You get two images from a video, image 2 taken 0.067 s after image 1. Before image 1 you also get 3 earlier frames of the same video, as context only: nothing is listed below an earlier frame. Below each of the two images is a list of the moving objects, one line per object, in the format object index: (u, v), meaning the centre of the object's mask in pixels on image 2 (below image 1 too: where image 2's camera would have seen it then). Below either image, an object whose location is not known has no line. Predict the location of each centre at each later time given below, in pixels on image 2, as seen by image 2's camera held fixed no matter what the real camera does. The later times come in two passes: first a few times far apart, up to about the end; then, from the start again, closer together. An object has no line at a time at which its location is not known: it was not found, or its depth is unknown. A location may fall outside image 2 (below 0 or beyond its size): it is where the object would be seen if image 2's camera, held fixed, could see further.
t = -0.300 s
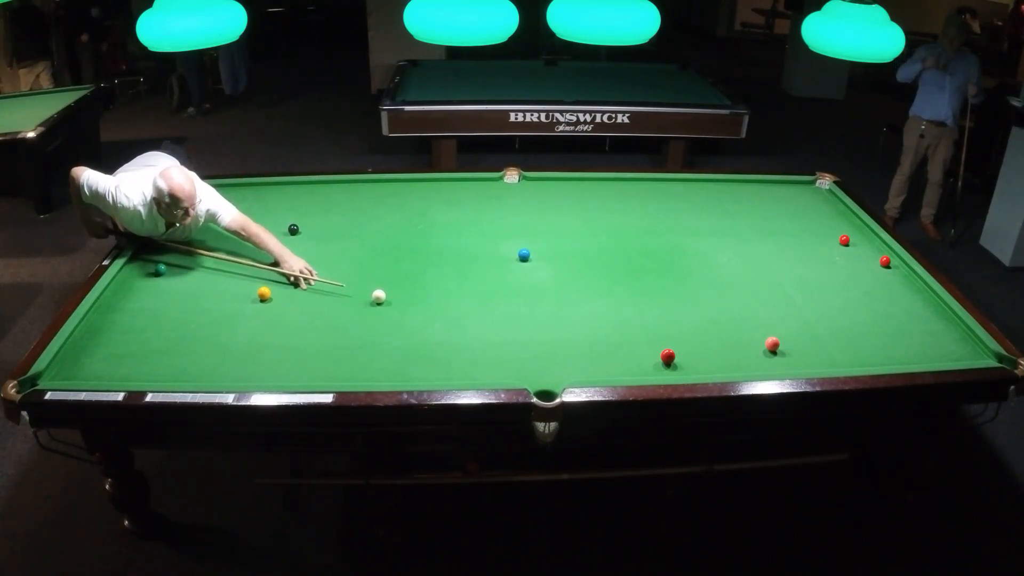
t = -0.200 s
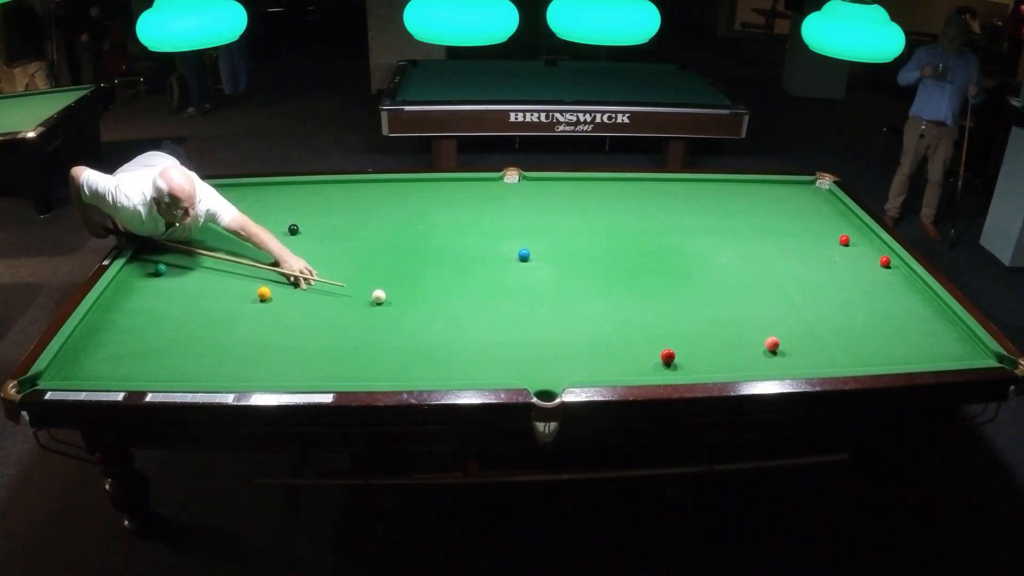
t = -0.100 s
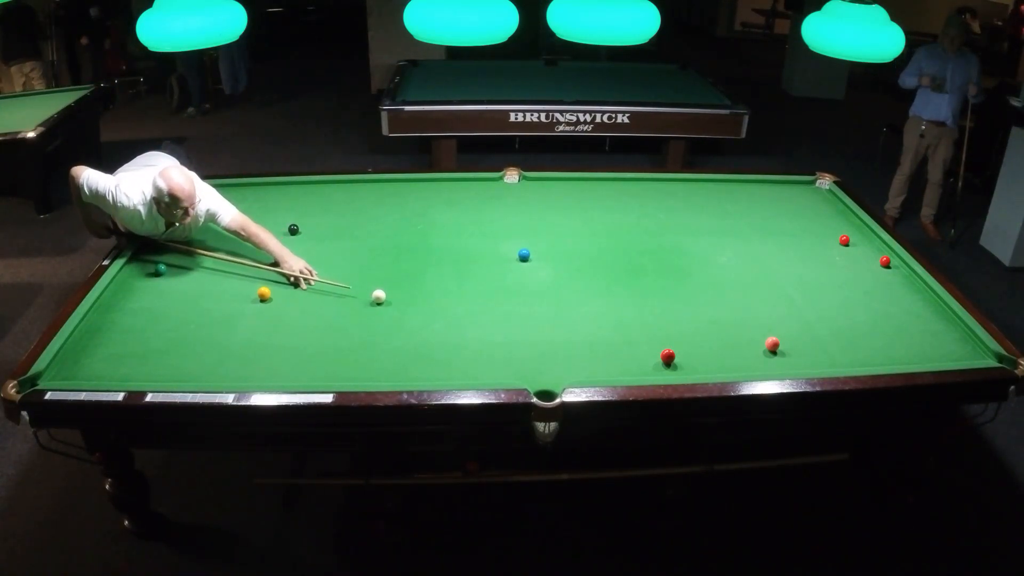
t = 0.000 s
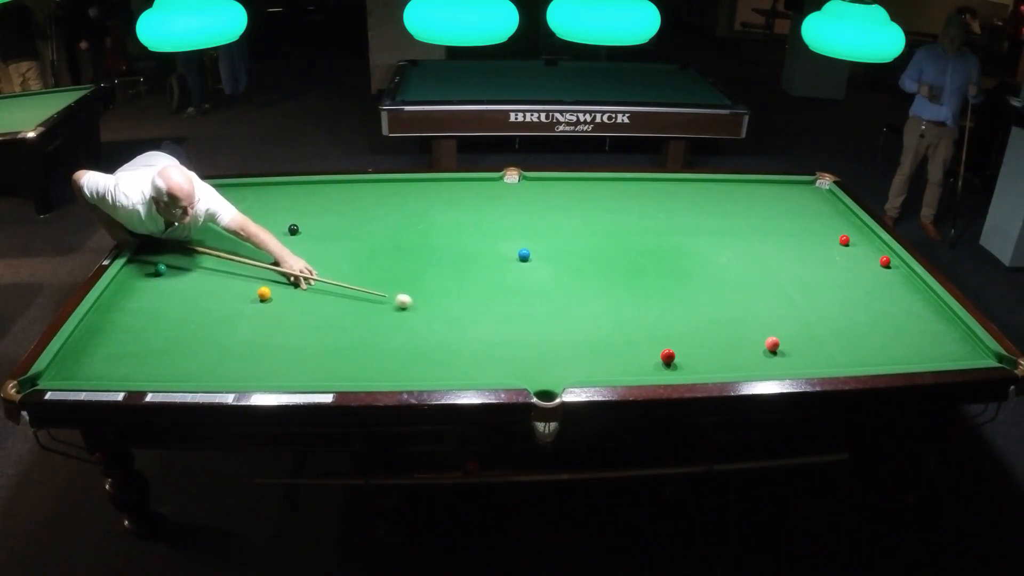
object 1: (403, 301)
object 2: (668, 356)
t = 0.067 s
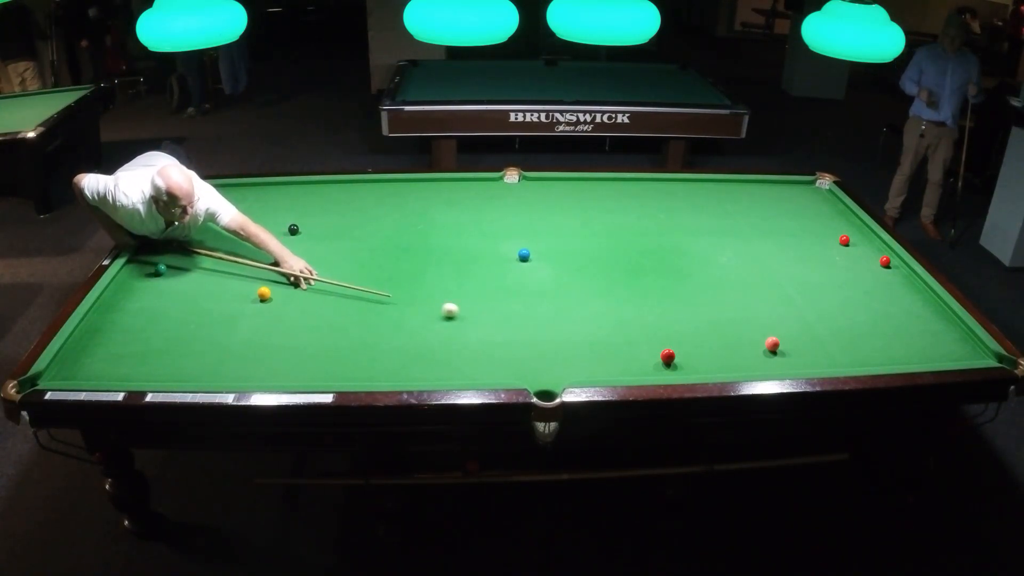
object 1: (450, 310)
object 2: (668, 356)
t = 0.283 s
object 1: (598, 338)
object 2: (668, 356)
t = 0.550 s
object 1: (719, 332)
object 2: (704, 354)
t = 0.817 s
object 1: (809, 316)
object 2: (719, 314)
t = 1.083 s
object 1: (884, 302)
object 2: (730, 282)
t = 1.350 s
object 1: (915, 290)
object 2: (740, 255)
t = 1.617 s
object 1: (851, 279)
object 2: (748, 232)
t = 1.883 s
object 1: (786, 269)
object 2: (754, 212)
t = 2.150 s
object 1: (723, 259)
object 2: (760, 195)
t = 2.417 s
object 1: (661, 250)
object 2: (766, 182)
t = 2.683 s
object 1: (602, 241)
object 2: (787, 194)
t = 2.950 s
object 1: (545, 233)
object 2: (807, 205)
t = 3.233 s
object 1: (490, 225)
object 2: (830, 217)
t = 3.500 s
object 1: (441, 218)
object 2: (851, 229)
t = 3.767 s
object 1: (396, 212)
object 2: (871, 241)
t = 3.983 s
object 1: (362, 207)
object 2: (887, 250)
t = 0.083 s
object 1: (461, 312)
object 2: (668, 356)
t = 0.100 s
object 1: (472, 314)
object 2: (668, 356)
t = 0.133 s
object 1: (495, 319)
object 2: (668, 356)
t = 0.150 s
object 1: (506, 321)
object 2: (668, 356)
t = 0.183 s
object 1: (528, 325)
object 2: (668, 356)
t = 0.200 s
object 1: (540, 327)
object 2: (668, 356)
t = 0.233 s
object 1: (563, 332)
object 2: (668, 356)
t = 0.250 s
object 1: (574, 334)
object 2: (668, 356)
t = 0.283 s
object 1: (598, 338)
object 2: (668, 356)
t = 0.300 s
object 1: (610, 340)
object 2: (668, 356)
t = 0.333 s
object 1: (633, 345)
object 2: (668, 356)
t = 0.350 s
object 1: (645, 347)
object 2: (668, 356)
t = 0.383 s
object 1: (662, 347)
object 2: (674, 360)
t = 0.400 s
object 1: (667, 345)
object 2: (681, 365)
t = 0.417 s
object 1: (673, 343)
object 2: (687, 368)
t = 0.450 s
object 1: (683, 339)
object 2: (697, 370)
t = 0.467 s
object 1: (690, 338)
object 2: (698, 368)
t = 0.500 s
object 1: (701, 335)
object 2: (701, 362)
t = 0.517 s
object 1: (707, 334)
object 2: (702, 360)
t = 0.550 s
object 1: (719, 332)
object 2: (704, 354)
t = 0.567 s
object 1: (726, 331)
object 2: (705, 352)
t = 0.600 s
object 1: (737, 329)
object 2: (707, 346)
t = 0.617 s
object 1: (743, 328)
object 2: (708, 343)
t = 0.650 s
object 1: (755, 326)
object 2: (710, 338)
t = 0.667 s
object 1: (760, 325)
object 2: (711, 336)
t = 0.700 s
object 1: (772, 323)
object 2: (713, 331)
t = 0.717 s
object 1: (777, 322)
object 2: (714, 328)
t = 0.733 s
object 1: (783, 321)
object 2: (714, 326)
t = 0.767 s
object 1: (793, 319)
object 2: (716, 321)
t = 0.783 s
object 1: (799, 318)
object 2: (717, 319)
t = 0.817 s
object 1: (809, 316)
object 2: (719, 314)
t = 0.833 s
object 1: (814, 315)
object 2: (719, 312)
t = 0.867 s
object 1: (824, 313)
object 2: (721, 308)
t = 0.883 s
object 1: (829, 312)
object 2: (722, 305)
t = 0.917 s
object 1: (838, 310)
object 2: (723, 302)
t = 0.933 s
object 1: (843, 309)
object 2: (724, 299)
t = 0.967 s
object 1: (853, 308)
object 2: (726, 295)
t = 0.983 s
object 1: (857, 307)
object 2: (726, 293)
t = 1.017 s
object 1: (866, 305)
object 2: (728, 289)
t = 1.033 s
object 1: (871, 304)
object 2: (729, 287)
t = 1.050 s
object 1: (875, 304)
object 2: (729, 286)
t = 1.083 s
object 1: (884, 302)
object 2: (730, 282)
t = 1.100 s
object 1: (888, 301)
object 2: (731, 280)
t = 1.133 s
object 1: (896, 300)
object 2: (732, 276)
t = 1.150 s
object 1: (901, 299)
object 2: (733, 275)
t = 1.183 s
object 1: (909, 297)
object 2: (734, 271)
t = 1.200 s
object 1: (913, 296)
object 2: (735, 269)
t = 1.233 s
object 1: (920, 295)
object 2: (736, 266)
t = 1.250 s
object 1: (924, 294)
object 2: (737, 264)
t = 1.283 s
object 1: (932, 293)
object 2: (738, 261)
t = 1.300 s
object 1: (928, 292)
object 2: (738, 259)
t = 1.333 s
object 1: (919, 291)
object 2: (740, 256)
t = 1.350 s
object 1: (915, 290)
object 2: (740, 255)
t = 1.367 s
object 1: (911, 289)
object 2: (741, 253)
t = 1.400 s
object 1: (903, 288)
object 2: (742, 250)
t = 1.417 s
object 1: (899, 287)
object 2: (742, 249)
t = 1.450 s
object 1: (891, 286)
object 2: (743, 246)
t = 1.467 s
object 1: (887, 285)
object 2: (744, 244)
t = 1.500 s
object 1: (879, 284)
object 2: (745, 241)
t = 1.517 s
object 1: (875, 283)
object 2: (745, 240)
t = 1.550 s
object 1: (867, 282)
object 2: (746, 237)
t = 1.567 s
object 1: (863, 281)
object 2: (747, 236)
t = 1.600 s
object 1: (855, 280)
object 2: (748, 233)
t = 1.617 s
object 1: (851, 279)
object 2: (748, 232)
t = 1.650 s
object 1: (843, 278)
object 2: (749, 229)
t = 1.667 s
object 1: (838, 278)
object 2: (749, 228)
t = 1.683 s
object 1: (834, 277)
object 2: (750, 227)
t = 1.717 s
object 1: (826, 276)
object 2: (751, 224)
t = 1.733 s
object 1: (822, 275)
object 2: (751, 223)
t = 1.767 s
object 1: (815, 274)
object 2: (752, 220)
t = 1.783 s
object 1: (810, 273)
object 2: (752, 219)
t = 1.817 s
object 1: (802, 271)
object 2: (753, 217)
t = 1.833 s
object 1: (798, 271)
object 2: (753, 216)
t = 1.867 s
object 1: (790, 270)
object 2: (754, 213)
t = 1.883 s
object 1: (786, 269)
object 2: (754, 212)
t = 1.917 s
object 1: (778, 268)
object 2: (755, 210)
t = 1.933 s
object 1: (774, 267)
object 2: (755, 209)
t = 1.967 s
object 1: (766, 266)
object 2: (756, 207)
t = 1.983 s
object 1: (762, 265)
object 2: (757, 206)
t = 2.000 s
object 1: (758, 265)
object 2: (757, 205)
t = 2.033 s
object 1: (750, 263)
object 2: (758, 202)
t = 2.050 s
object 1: (746, 263)
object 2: (758, 202)
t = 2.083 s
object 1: (738, 261)
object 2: (759, 199)
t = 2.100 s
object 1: (734, 261)
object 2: (759, 198)
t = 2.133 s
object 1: (726, 260)
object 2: (760, 196)
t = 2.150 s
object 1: (723, 259)
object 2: (760, 195)
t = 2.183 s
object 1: (715, 258)
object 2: (761, 194)
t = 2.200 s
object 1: (711, 257)
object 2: (761, 193)
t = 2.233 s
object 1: (703, 256)
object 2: (762, 191)
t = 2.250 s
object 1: (699, 255)
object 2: (762, 190)
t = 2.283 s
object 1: (691, 255)
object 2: (763, 188)
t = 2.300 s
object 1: (687, 254)
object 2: (763, 187)
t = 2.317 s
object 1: (684, 253)
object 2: (763, 186)
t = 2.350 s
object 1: (676, 252)
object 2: (764, 184)
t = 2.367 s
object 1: (672, 251)
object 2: (764, 184)
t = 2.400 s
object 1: (665, 251)
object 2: (765, 182)
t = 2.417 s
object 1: (661, 250)
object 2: (766, 182)
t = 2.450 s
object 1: (653, 249)
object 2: (768, 184)
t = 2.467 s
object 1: (650, 248)
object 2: (770, 184)
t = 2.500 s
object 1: (642, 247)
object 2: (772, 185)
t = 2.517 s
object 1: (638, 247)
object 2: (773, 186)
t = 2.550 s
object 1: (631, 245)
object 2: (776, 188)
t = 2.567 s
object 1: (627, 245)
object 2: (777, 188)
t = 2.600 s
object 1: (620, 244)
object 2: (780, 190)
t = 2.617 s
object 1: (616, 243)
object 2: (781, 191)
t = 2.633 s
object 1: (612, 243)
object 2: (783, 191)
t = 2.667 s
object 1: (605, 242)
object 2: (785, 193)
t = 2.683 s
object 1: (602, 241)
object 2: (787, 194)
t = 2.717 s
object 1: (595, 240)
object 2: (789, 195)
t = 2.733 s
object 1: (591, 239)
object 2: (790, 196)
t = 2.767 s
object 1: (584, 239)
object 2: (793, 197)
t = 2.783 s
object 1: (580, 238)
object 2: (794, 198)
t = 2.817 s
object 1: (573, 237)
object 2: (797, 199)
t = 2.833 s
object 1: (569, 237)
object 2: (798, 200)
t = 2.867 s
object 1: (563, 235)
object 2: (801, 201)
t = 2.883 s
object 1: (559, 235)
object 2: (802, 202)
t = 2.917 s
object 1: (552, 234)
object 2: (805, 204)
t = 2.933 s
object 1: (549, 234)
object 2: (806, 204)
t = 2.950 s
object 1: (545, 233)
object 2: (807, 205)
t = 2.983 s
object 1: (539, 232)
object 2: (810, 207)
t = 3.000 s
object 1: (535, 231)
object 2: (811, 207)
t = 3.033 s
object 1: (528, 231)
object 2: (814, 209)
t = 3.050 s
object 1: (525, 230)
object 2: (815, 209)
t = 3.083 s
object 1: (519, 229)
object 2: (818, 211)
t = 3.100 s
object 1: (515, 228)
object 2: (819, 212)
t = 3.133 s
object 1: (509, 228)
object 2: (822, 213)
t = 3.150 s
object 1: (505, 227)
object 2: (823, 214)
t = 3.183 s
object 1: (499, 226)
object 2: (826, 215)
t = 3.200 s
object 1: (496, 226)
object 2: (827, 216)
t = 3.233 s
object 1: (490, 225)
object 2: (830, 217)
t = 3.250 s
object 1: (487, 224)
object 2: (831, 218)
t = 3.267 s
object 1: (483, 224)
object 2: (832, 219)
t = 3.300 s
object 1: (477, 223)
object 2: (835, 220)
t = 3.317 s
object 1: (474, 223)
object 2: (836, 221)
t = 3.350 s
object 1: (468, 222)
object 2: (839, 222)
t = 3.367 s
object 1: (465, 221)
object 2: (840, 223)
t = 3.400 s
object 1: (459, 220)
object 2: (843, 224)
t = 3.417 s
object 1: (455, 220)
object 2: (844, 225)
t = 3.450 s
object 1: (450, 219)
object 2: (847, 227)
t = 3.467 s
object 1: (447, 218)
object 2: (848, 228)
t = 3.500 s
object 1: (441, 218)
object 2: (851, 229)
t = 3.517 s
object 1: (438, 217)
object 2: (852, 230)
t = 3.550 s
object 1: (432, 217)
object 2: (854, 231)
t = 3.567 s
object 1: (429, 216)
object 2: (856, 232)
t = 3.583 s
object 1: (426, 216)
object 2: (857, 232)
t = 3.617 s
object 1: (421, 215)
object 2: (859, 234)
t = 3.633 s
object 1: (418, 215)
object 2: (861, 235)
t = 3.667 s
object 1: (412, 214)
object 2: (863, 236)
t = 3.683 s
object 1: (410, 213)
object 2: (865, 237)
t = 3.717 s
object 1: (404, 213)
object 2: (867, 238)
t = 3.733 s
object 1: (401, 212)
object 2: (868, 239)
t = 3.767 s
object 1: (396, 212)
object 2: (871, 241)
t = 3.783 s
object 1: (393, 211)
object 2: (872, 241)
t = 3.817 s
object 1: (388, 210)
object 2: (875, 243)
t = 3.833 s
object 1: (385, 210)
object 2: (876, 243)
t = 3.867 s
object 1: (380, 209)
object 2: (879, 245)
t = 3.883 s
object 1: (377, 209)
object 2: (880, 246)
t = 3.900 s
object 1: (375, 209)
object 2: (881, 246)
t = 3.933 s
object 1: (370, 208)
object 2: (884, 248)
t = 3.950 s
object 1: (367, 208)
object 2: (885, 249)
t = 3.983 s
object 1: (362, 207)
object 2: (887, 250)
